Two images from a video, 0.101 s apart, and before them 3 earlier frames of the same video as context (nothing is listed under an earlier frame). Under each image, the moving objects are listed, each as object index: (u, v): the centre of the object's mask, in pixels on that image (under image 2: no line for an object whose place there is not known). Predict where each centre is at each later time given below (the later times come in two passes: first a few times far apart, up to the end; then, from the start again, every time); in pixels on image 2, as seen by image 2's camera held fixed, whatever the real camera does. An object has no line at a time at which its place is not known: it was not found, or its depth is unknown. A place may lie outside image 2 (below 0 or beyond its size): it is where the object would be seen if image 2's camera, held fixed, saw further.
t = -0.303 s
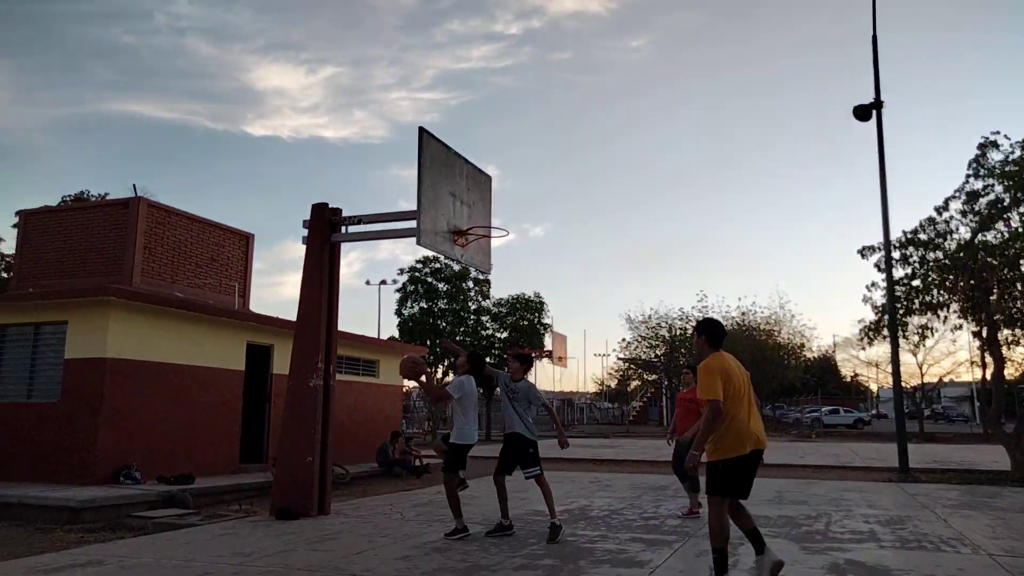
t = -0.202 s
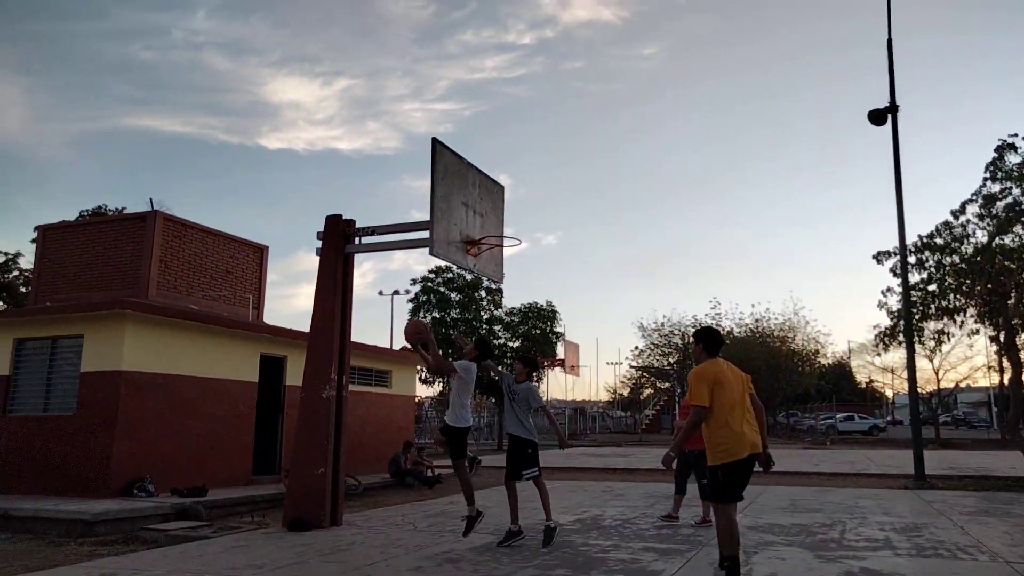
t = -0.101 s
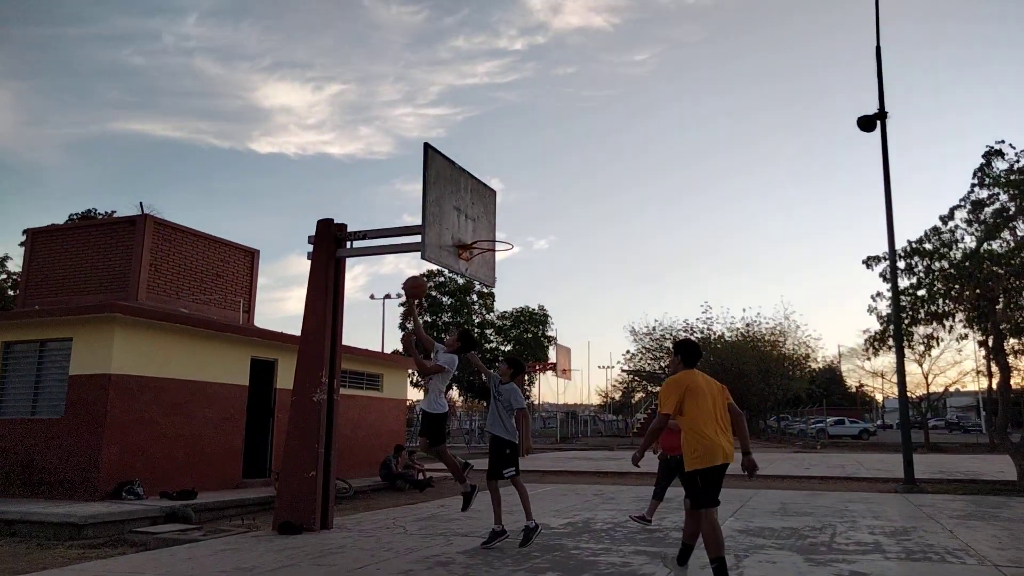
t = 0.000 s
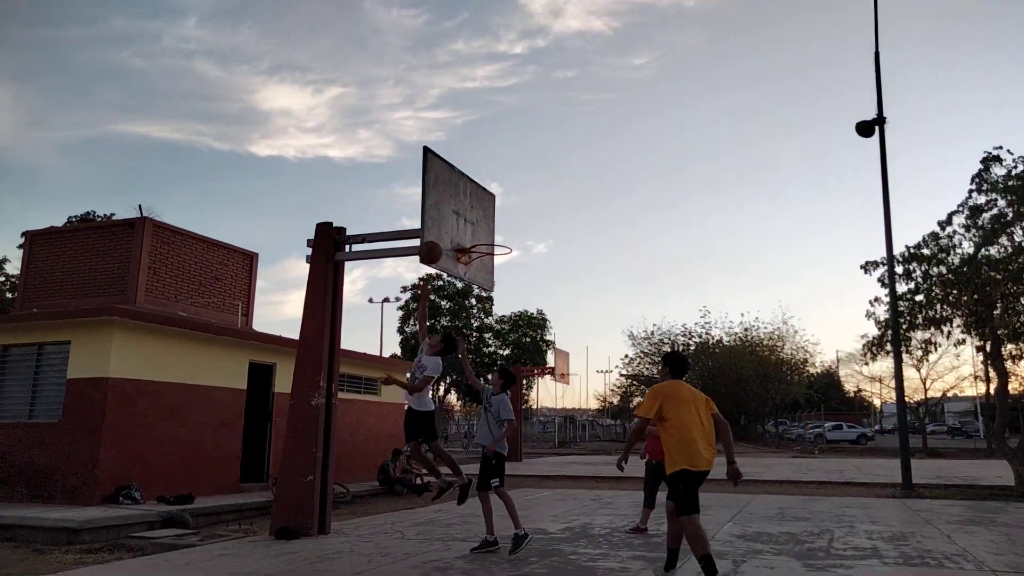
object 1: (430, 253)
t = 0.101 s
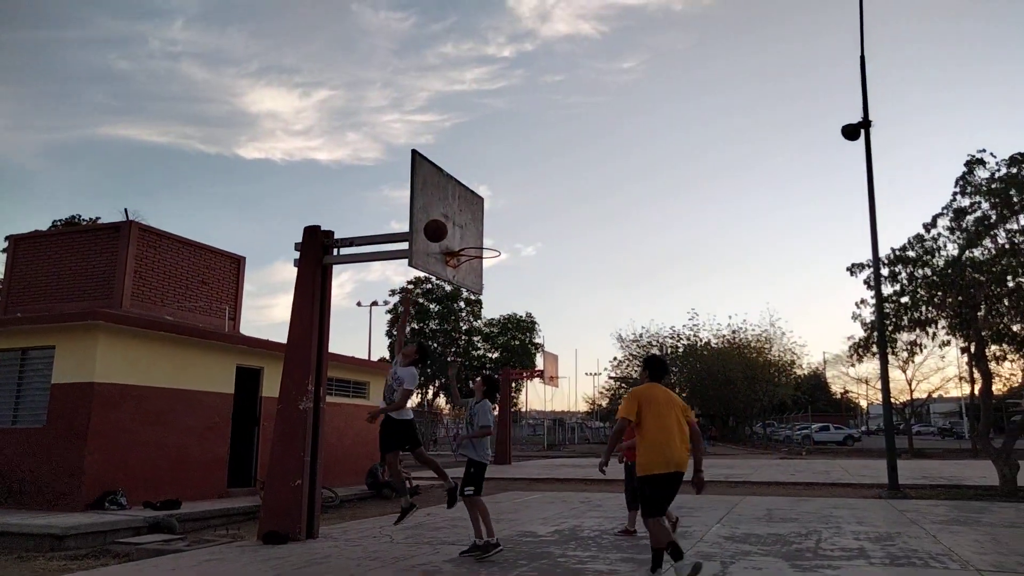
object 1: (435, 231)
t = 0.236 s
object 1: (456, 214)
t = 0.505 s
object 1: (495, 226)
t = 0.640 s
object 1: (521, 266)
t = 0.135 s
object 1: (440, 226)
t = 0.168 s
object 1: (445, 221)
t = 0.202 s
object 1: (451, 217)
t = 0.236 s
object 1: (456, 214)
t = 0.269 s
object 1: (462, 213)
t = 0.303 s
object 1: (467, 211)
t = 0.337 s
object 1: (471, 211)
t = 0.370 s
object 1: (475, 212)
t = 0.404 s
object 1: (482, 214)
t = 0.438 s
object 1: (488, 217)
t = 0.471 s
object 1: (492, 221)
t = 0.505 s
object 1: (495, 226)
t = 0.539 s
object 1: (507, 239)
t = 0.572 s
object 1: (513, 247)
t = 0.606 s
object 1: (518, 257)
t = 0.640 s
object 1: (521, 266)
